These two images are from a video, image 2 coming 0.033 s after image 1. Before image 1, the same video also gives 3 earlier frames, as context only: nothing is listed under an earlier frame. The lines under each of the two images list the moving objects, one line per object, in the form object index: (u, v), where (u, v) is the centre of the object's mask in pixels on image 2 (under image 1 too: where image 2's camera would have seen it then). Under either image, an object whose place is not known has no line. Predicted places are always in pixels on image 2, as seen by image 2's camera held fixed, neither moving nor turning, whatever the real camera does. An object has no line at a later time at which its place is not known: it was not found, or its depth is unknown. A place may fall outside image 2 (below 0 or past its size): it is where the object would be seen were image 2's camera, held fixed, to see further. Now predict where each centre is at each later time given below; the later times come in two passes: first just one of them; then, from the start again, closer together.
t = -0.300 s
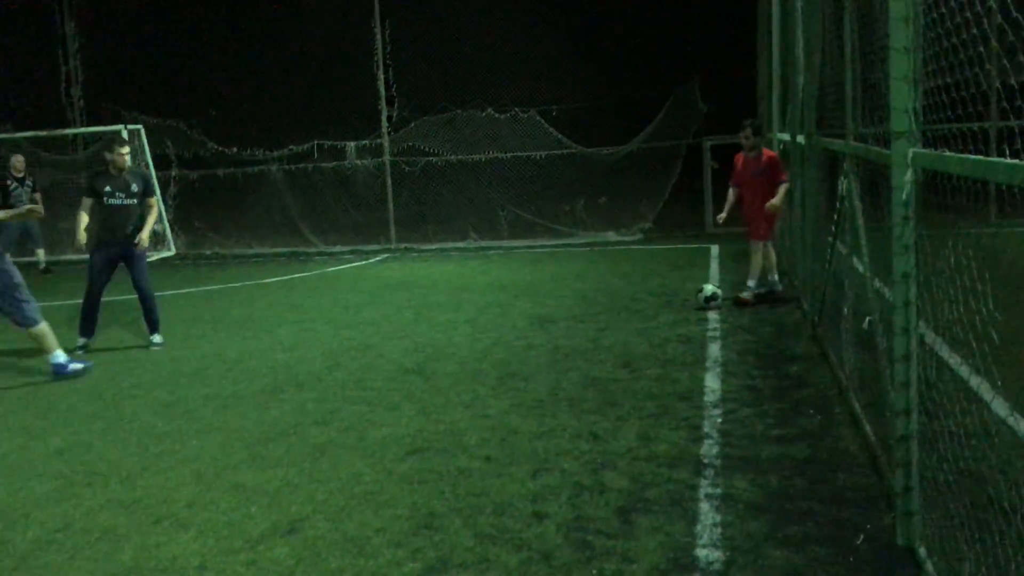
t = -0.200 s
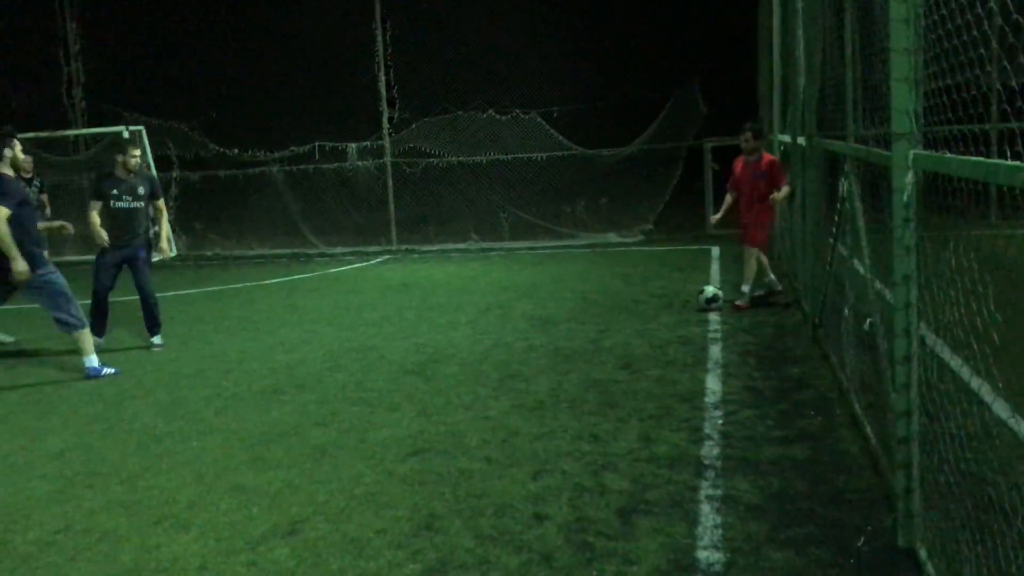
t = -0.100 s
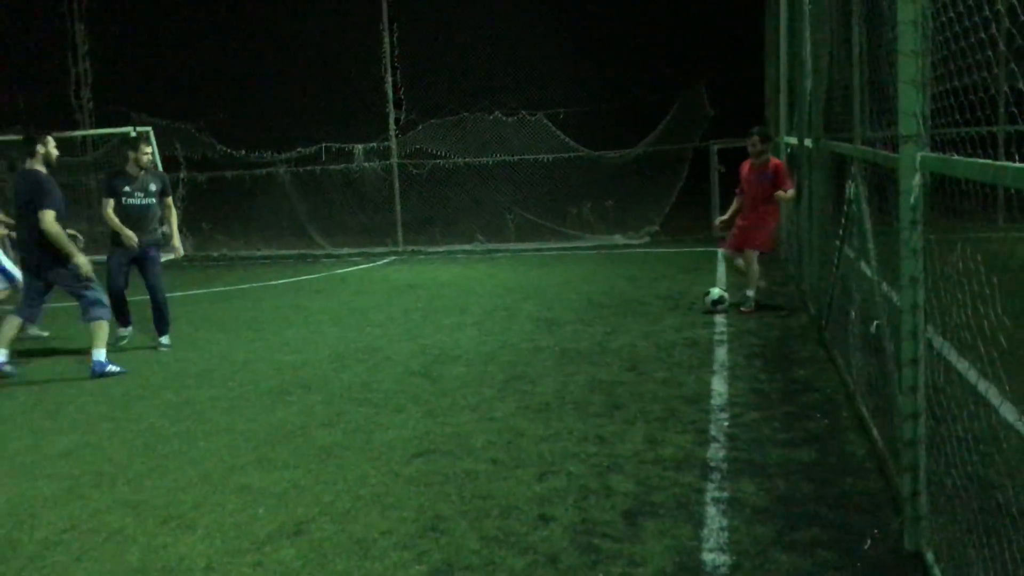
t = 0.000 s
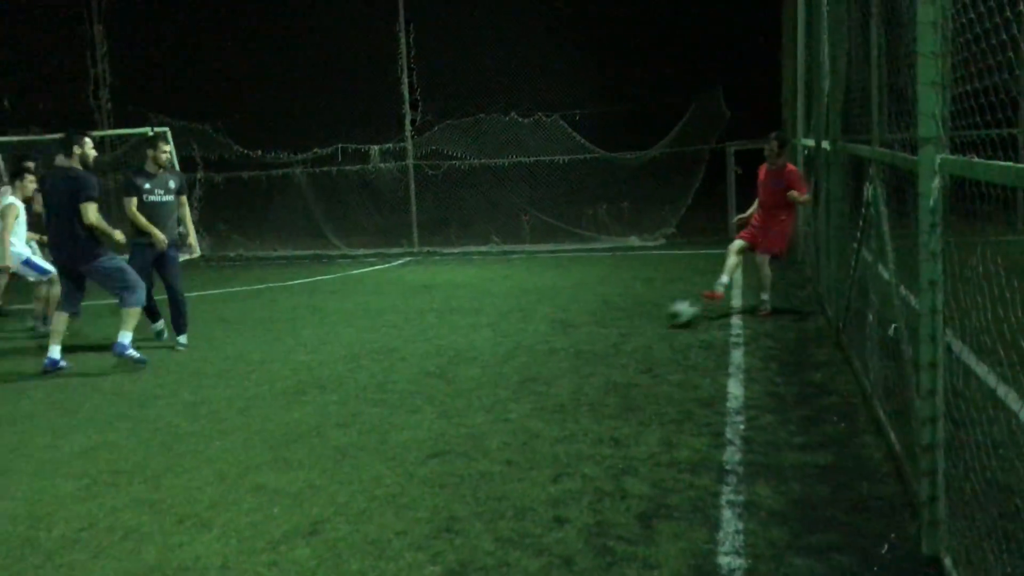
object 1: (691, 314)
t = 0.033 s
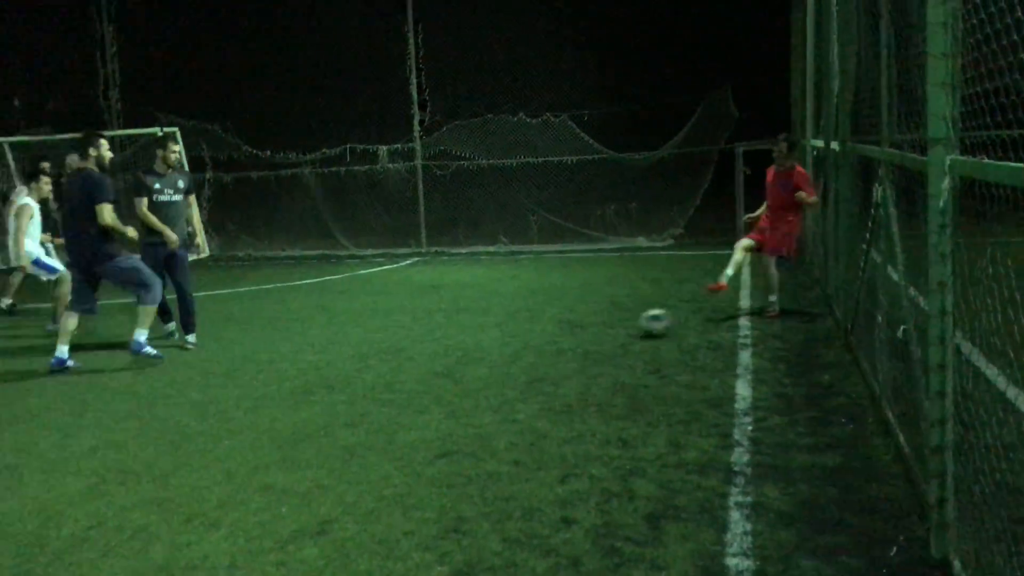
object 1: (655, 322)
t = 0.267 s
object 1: (347, 396)
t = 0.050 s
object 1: (638, 328)
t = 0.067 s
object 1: (620, 332)
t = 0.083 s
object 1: (597, 337)
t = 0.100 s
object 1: (580, 342)
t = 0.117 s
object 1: (558, 346)
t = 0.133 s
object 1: (537, 351)
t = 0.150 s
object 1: (517, 356)
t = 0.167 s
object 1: (495, 362)
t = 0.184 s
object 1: (470, 367)
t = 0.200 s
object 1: (449, 371)
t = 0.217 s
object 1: (423, 379)
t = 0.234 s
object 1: (397, 385)
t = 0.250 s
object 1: (371, 389)
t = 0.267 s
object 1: (347, 396)
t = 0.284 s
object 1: (317, 404)
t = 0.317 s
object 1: (261, 418)
